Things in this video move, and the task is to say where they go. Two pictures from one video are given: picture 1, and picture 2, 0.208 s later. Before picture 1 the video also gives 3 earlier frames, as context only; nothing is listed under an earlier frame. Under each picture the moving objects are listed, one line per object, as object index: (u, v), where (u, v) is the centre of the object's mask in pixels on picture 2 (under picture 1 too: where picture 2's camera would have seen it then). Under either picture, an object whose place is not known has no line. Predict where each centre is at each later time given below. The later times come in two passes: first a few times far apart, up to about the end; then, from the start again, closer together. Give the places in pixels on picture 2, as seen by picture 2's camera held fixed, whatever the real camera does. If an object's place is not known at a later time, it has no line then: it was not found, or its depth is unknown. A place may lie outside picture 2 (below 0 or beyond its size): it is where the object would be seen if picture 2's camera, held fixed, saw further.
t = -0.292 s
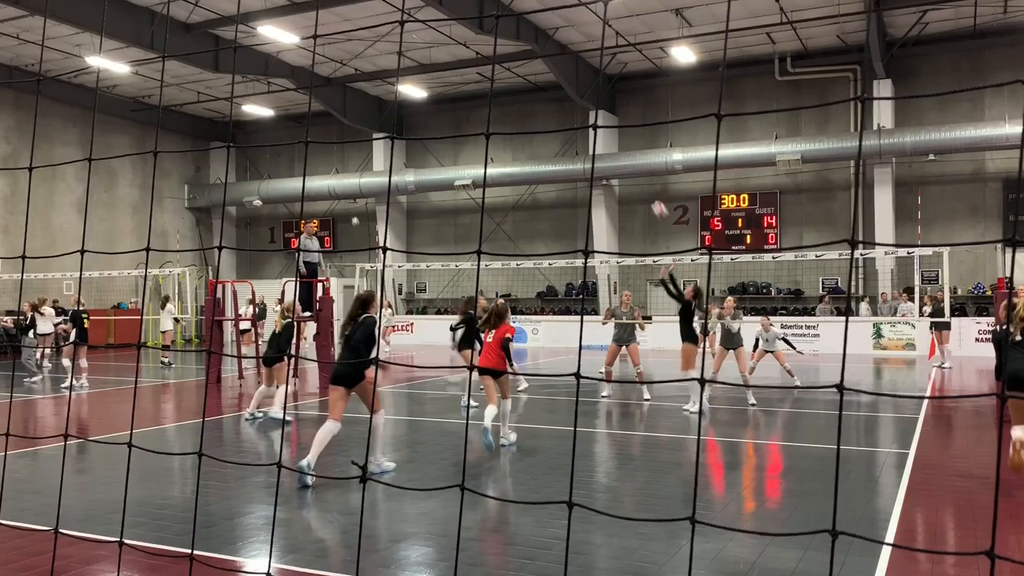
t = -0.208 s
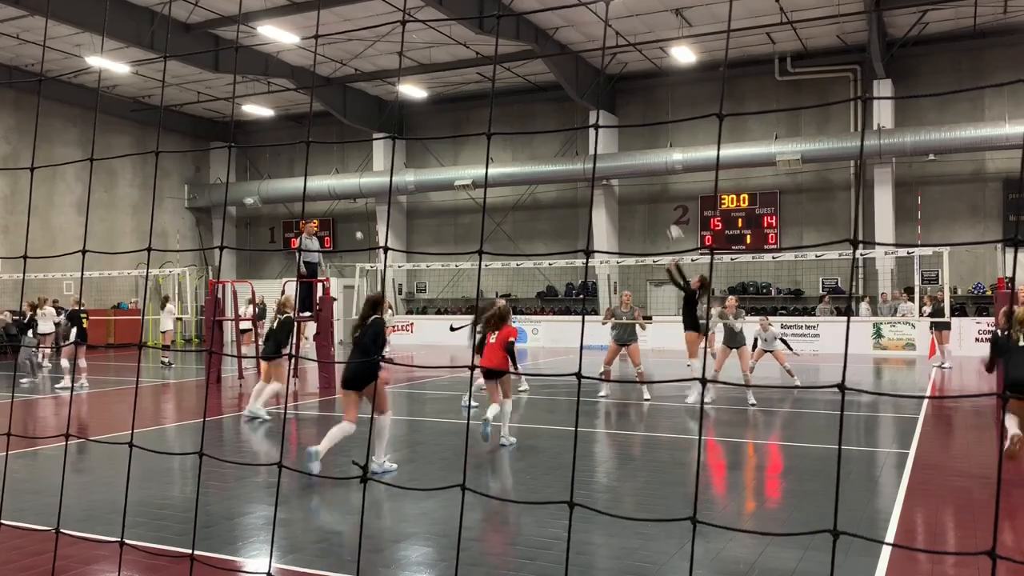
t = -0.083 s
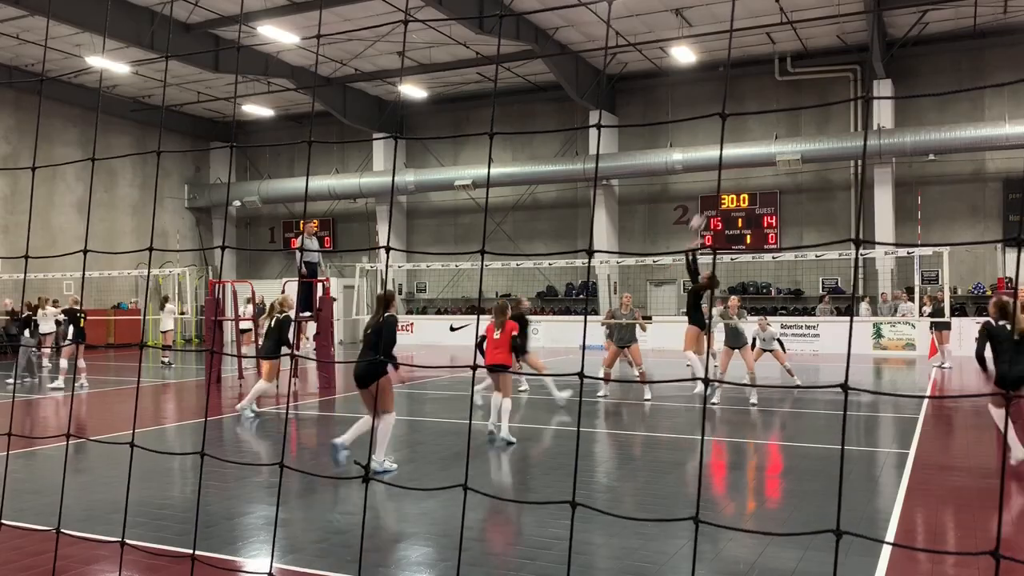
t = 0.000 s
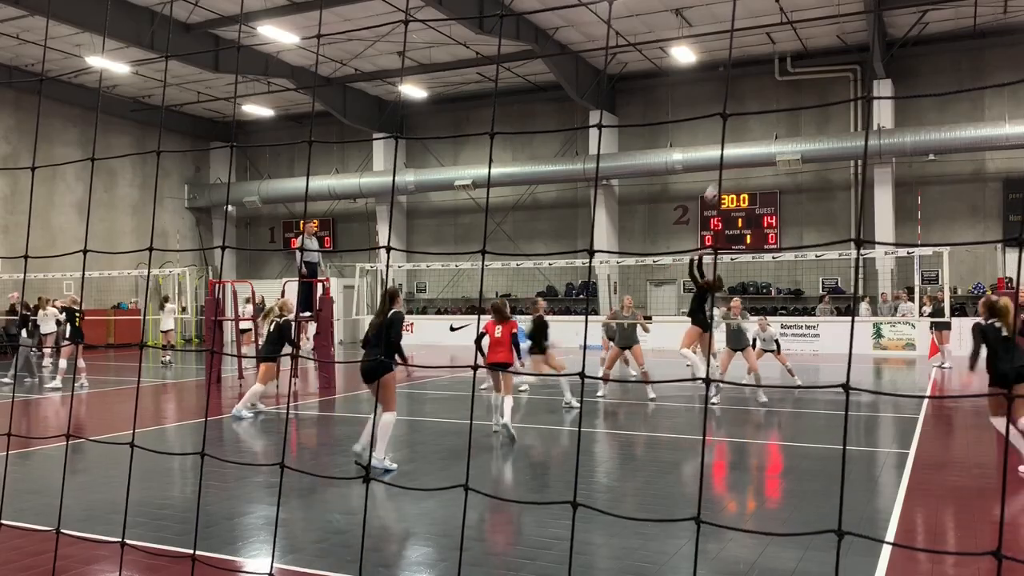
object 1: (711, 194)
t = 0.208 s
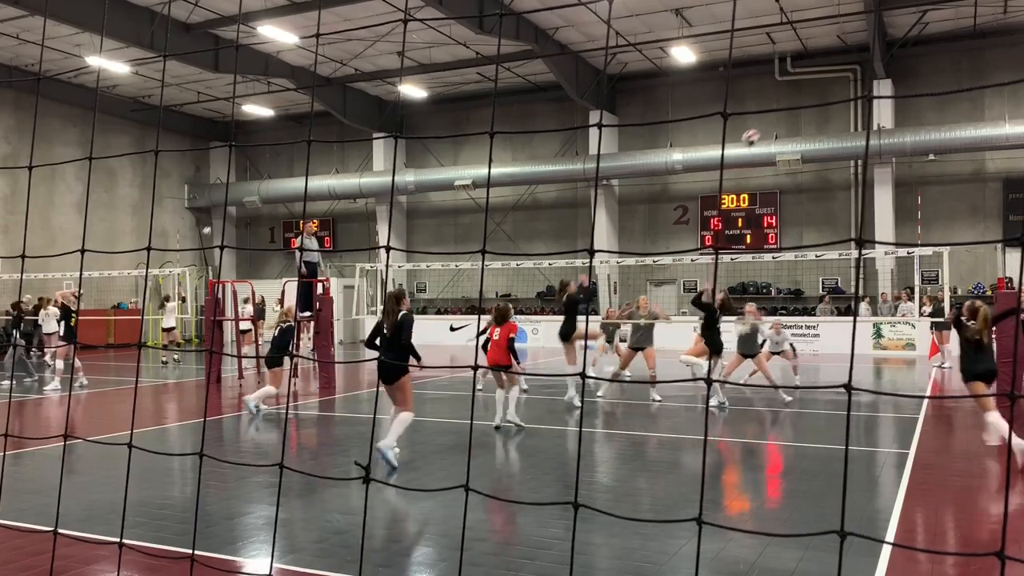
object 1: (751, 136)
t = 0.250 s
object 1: (758, 129)
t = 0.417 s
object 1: (788, 113)
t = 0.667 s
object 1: (836, 123)
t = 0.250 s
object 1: (758, 129)
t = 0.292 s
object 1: (765, 123)
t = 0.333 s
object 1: (773, 118)
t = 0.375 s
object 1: (781, 115)
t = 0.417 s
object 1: (788, 113)
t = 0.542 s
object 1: (812, 113)
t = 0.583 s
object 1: (820, 115)
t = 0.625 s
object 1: (828, 118)
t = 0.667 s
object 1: (836, 123)
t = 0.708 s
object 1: (845, 129)
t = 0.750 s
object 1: (853, 138)
